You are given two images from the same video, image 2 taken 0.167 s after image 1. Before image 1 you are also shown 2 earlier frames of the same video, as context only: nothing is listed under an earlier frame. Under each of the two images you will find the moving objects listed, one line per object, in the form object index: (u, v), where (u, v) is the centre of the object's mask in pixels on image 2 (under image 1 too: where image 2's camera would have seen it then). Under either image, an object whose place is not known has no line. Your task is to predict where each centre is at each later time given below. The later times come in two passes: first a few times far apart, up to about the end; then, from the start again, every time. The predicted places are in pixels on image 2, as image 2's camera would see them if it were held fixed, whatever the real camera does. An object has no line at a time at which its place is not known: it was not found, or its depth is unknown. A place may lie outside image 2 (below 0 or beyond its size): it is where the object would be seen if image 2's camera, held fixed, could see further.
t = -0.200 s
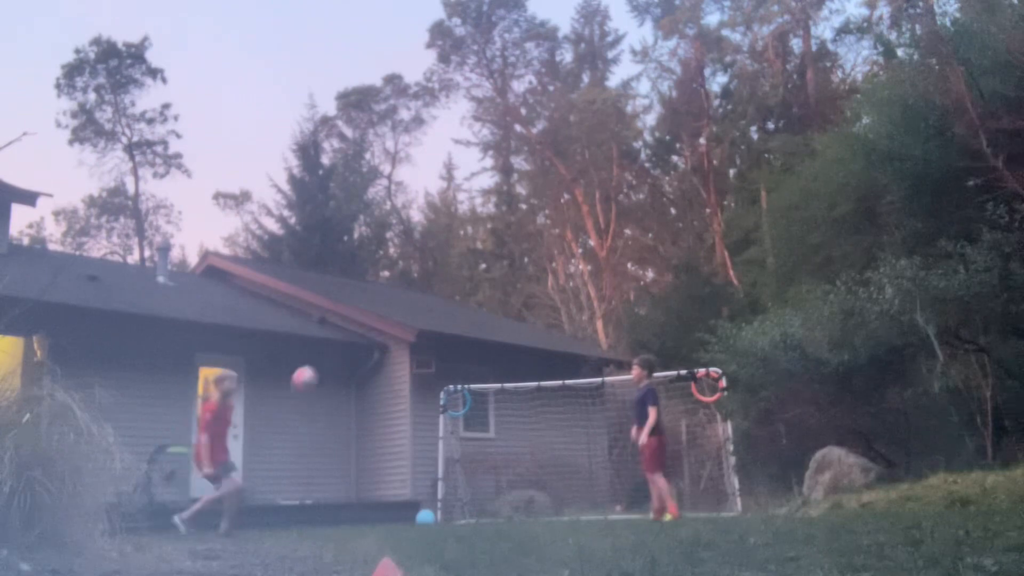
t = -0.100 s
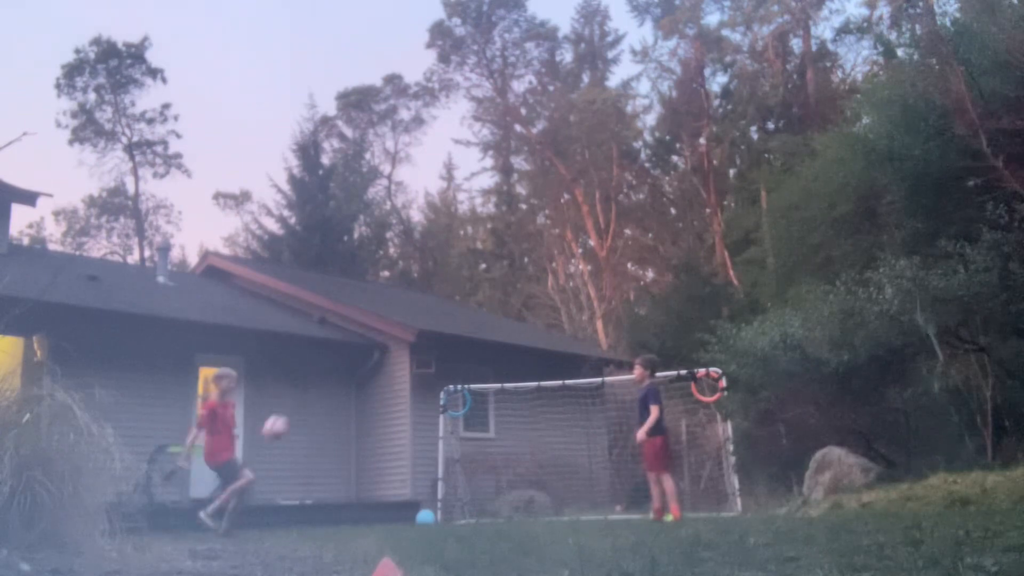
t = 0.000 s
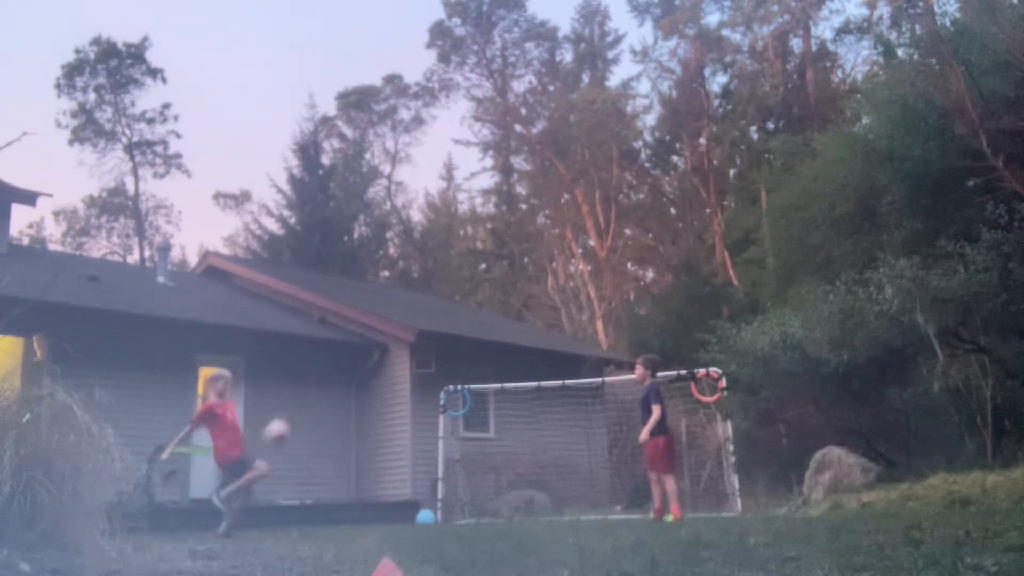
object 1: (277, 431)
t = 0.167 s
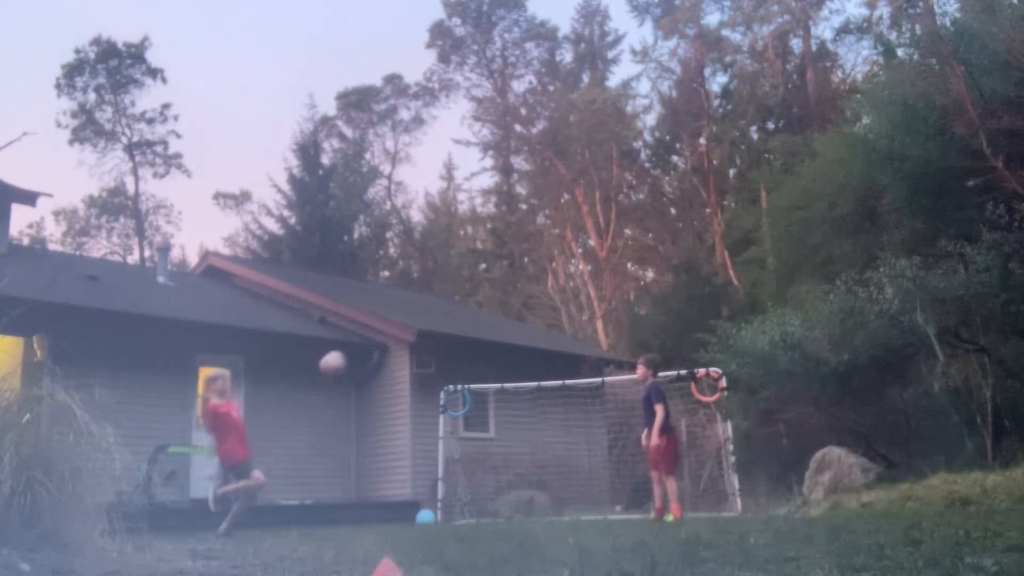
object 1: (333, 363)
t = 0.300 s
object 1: (375, 330)
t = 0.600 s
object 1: (473, 327)
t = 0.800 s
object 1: (541, 379)
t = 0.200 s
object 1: (343, 353)
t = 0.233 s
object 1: (355, 345)
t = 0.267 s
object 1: (364, 338)
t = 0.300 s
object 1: (375, 330)
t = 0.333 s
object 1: (386, 325)
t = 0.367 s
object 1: (397, 321)
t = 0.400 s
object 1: (407, 319)
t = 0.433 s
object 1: (418, 316)
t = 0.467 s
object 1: (429, 316)
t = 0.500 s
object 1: (441, 318)
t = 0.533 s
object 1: (451, 320)
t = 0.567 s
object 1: (462, 322)
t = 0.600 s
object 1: (473, 327)
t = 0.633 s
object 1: (484, 333)
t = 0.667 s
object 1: (496, 340)
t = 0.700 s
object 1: (507, 347)
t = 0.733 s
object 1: (518, 357)
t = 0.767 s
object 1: (530, 368)
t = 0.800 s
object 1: (541, 379)
